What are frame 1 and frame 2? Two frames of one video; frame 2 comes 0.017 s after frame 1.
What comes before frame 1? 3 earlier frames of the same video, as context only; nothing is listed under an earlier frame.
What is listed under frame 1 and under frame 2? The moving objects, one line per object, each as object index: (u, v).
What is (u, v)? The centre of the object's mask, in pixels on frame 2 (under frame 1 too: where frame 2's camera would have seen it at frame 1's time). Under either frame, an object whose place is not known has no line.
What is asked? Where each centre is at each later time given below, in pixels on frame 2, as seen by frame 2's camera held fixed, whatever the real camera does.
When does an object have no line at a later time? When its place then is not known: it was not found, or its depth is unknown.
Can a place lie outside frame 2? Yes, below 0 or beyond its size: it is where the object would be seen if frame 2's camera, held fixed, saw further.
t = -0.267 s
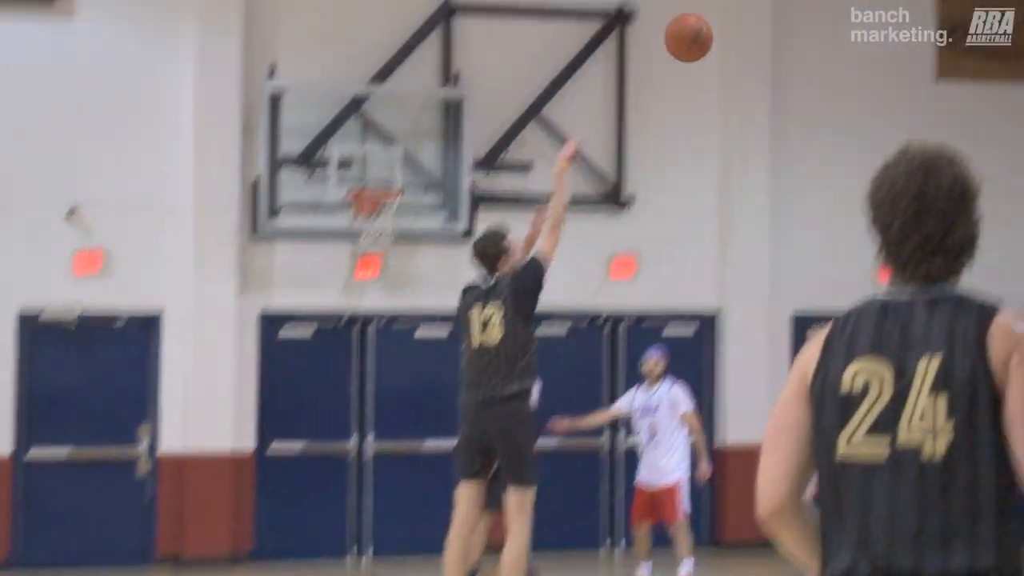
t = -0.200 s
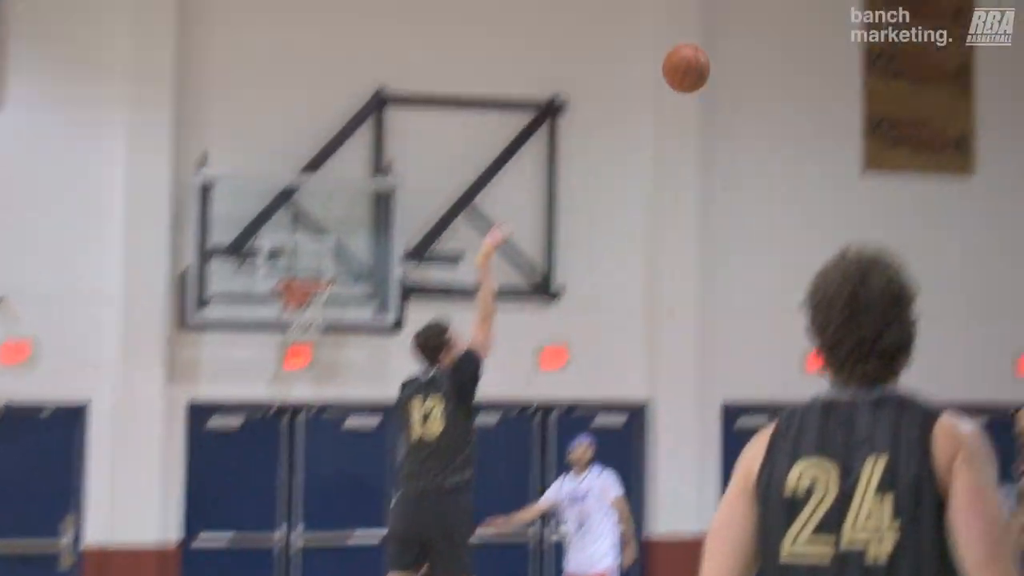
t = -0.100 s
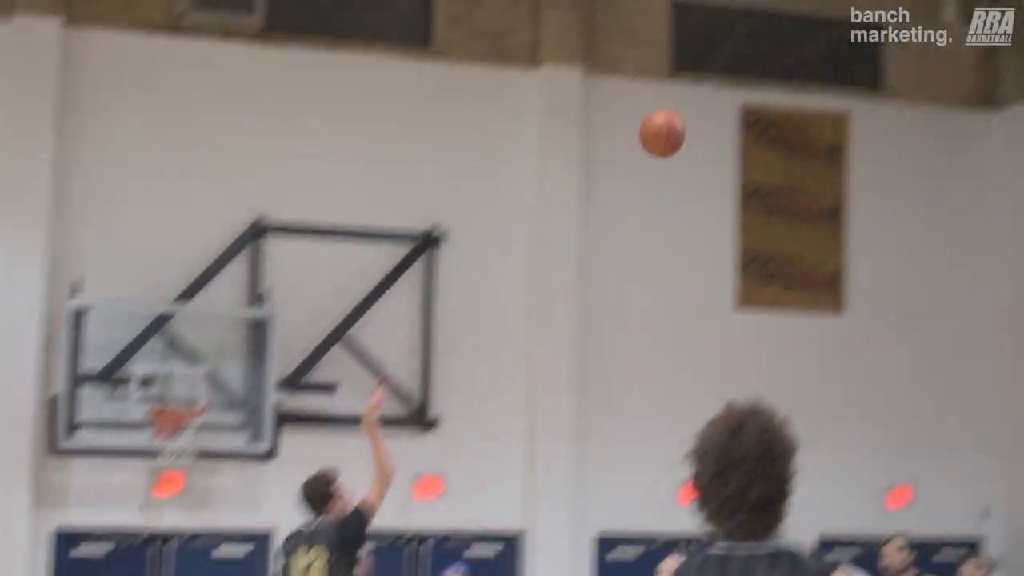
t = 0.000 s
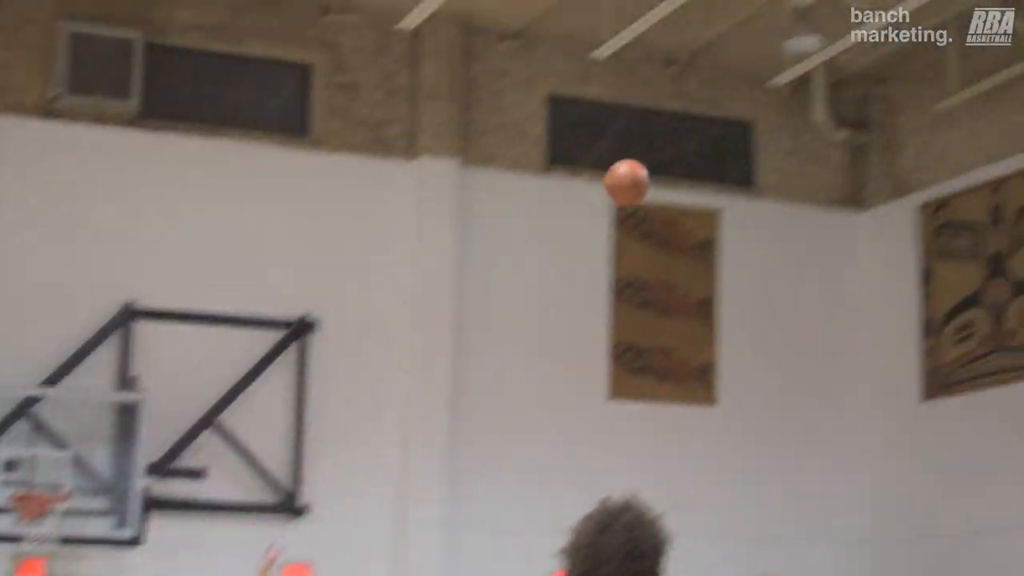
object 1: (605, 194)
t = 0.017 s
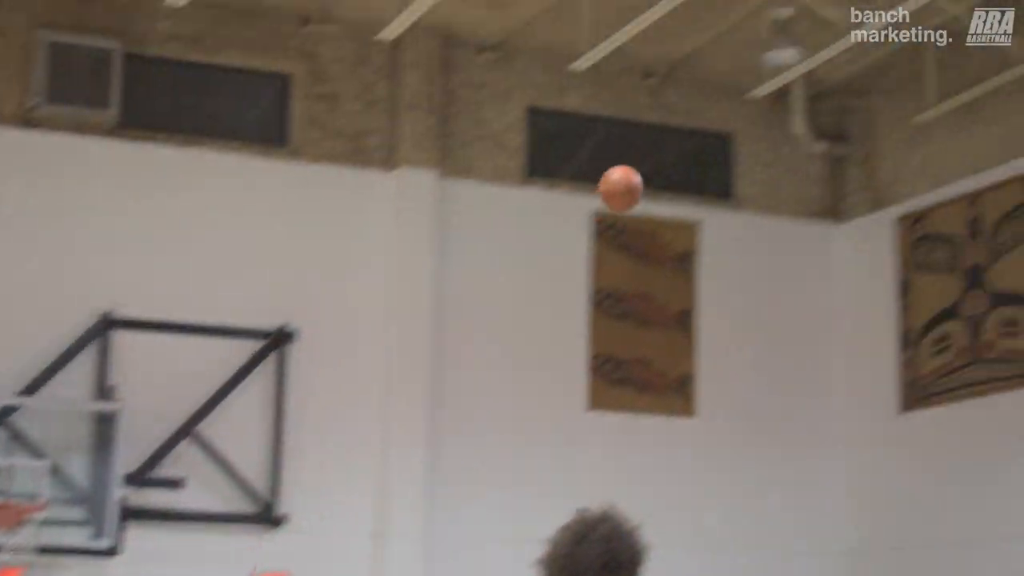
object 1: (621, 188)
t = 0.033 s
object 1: (634, 183)
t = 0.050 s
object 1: (648, 179)
